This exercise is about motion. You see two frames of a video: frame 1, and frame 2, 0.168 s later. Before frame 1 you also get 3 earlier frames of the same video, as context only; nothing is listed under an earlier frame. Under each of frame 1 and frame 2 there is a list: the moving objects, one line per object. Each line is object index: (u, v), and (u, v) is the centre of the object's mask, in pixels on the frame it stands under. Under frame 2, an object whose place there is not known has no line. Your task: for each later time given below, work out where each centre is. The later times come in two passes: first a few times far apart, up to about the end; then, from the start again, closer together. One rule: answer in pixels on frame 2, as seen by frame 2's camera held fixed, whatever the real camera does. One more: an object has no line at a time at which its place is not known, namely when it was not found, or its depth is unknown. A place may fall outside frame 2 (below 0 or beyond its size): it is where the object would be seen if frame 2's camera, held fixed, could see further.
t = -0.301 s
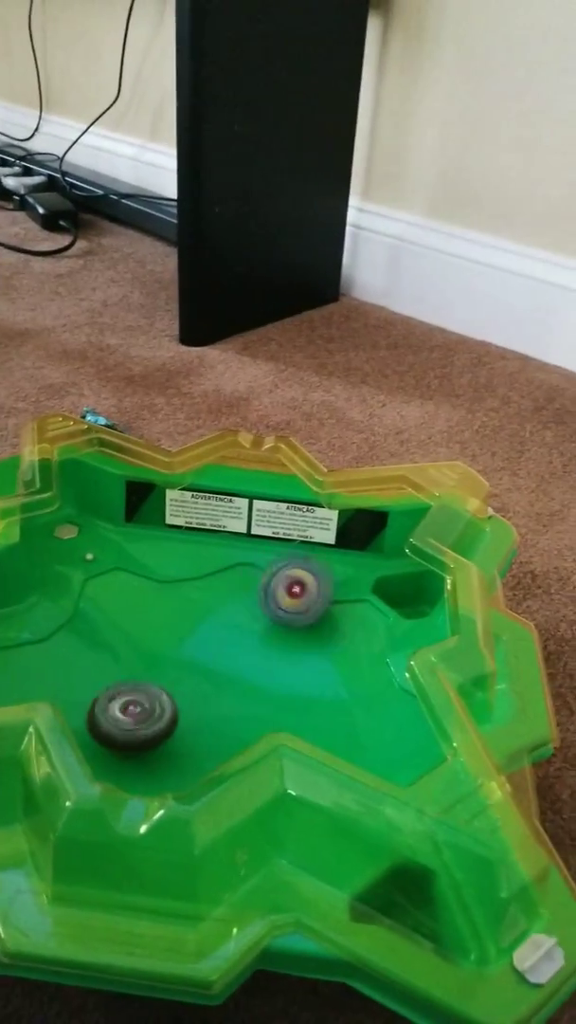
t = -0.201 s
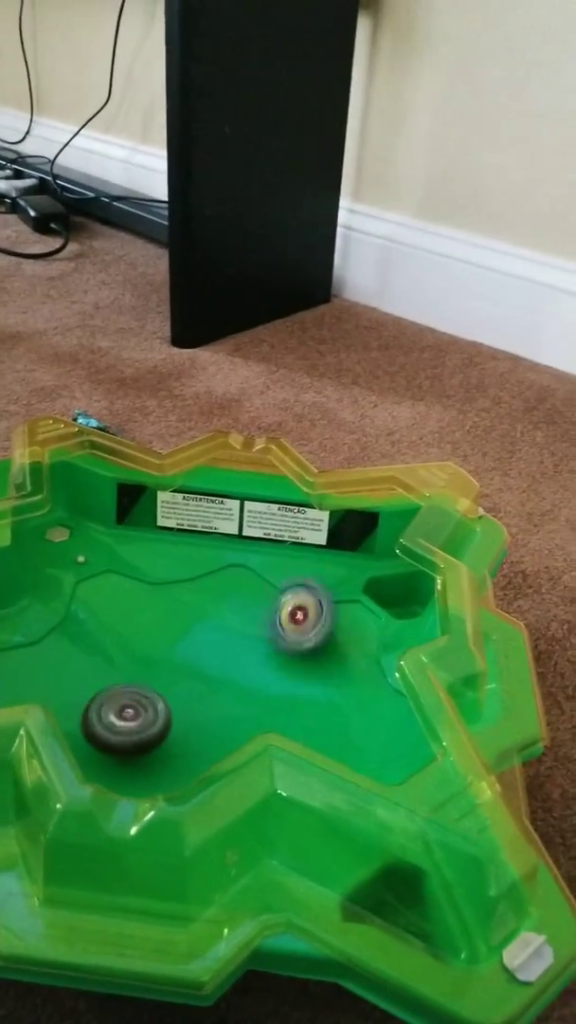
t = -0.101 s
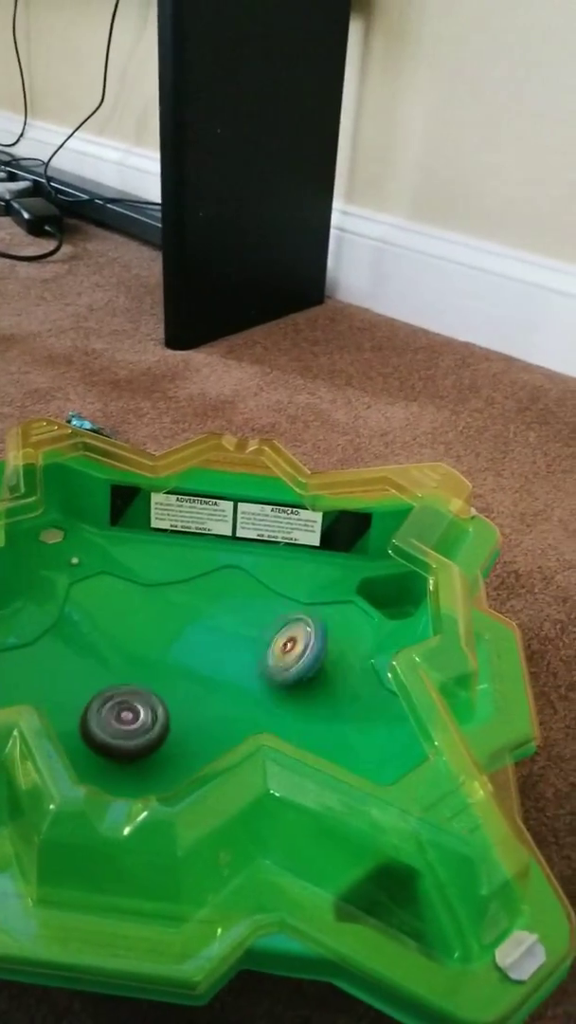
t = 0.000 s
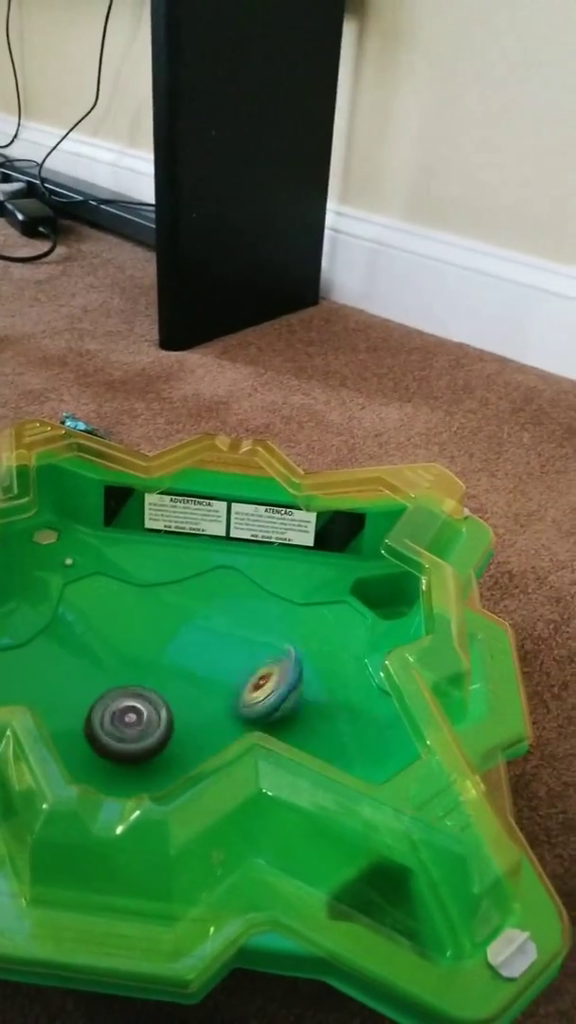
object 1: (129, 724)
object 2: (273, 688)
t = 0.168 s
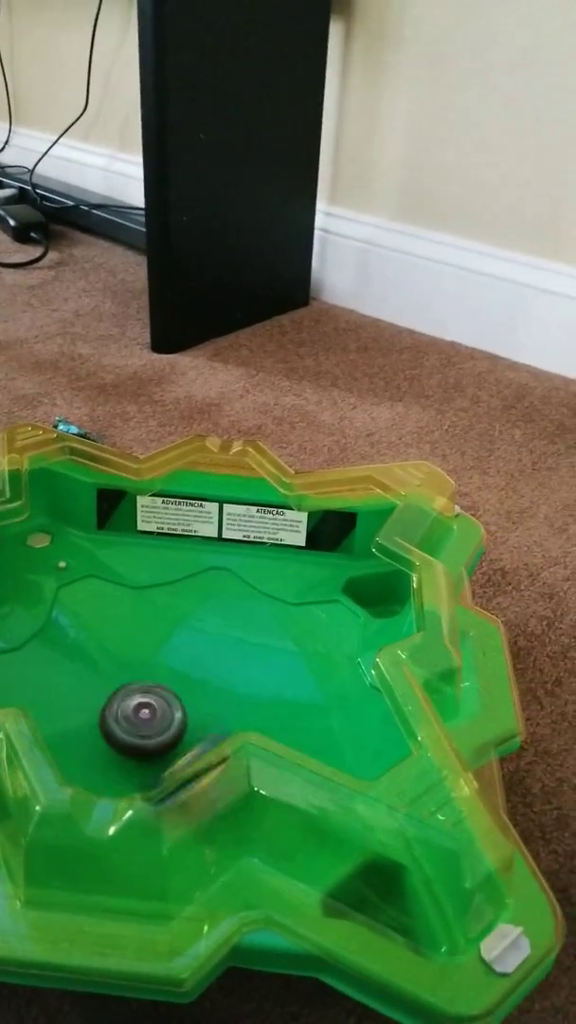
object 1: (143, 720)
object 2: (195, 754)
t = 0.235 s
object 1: (150, 706)
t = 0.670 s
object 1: (219, 701)
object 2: (109, 731)
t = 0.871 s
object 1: (250, 707)
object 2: (118, 645)
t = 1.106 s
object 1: (221, 718)
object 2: (156, 627)
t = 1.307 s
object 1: (174, 709)
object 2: (184, 645)
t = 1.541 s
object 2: (194, 657)
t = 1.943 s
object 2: (193, 660)
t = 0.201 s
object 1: (147, 712)
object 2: (177, 767)
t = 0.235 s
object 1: (150, 706)
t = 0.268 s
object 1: (156, 701)
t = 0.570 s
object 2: (110, 771)
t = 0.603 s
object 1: (185, 706)
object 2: (117, 764)
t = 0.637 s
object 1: (203, 706)
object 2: (115, 744)
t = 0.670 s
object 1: (219, 701)
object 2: (109, 731)
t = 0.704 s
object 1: (232, 700)
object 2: (106, 720)
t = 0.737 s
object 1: (240, 700)
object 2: (106, 704)
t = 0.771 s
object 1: (247, 702)
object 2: (108, 686)
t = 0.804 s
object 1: (249, 703)
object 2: (109, 671)
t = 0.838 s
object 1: (251, 706)
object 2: (113, 654)
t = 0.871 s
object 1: (250, 707)
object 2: (118, 645)
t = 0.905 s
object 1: (250, 709)
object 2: (124, 637)
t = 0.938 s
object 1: (246, 711)
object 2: (131, 632)
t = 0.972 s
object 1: (244, 713)
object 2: (137, 630)
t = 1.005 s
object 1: (239, 715)
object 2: (143, 626)
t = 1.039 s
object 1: (234, 717)
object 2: (148, 625)
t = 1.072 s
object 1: (227, 718)
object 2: (152, 626)
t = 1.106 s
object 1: (221, 718)
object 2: (156, 627)
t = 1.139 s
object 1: (212, 718)
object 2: (162, 633)
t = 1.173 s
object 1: (205, 719)
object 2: (168, 636)
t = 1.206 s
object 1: (198, 719)
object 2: (172, 640)
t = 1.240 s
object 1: (192, 715)
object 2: (175, 644)
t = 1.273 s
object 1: (183, 711)
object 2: (179, 645)
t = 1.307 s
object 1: (174, 709)
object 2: (184, 645)
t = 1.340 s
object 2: (191, 647)
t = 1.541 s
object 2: (194, 657)
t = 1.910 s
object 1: (138, 696)
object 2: (194, 661)
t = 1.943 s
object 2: (193, 660)
